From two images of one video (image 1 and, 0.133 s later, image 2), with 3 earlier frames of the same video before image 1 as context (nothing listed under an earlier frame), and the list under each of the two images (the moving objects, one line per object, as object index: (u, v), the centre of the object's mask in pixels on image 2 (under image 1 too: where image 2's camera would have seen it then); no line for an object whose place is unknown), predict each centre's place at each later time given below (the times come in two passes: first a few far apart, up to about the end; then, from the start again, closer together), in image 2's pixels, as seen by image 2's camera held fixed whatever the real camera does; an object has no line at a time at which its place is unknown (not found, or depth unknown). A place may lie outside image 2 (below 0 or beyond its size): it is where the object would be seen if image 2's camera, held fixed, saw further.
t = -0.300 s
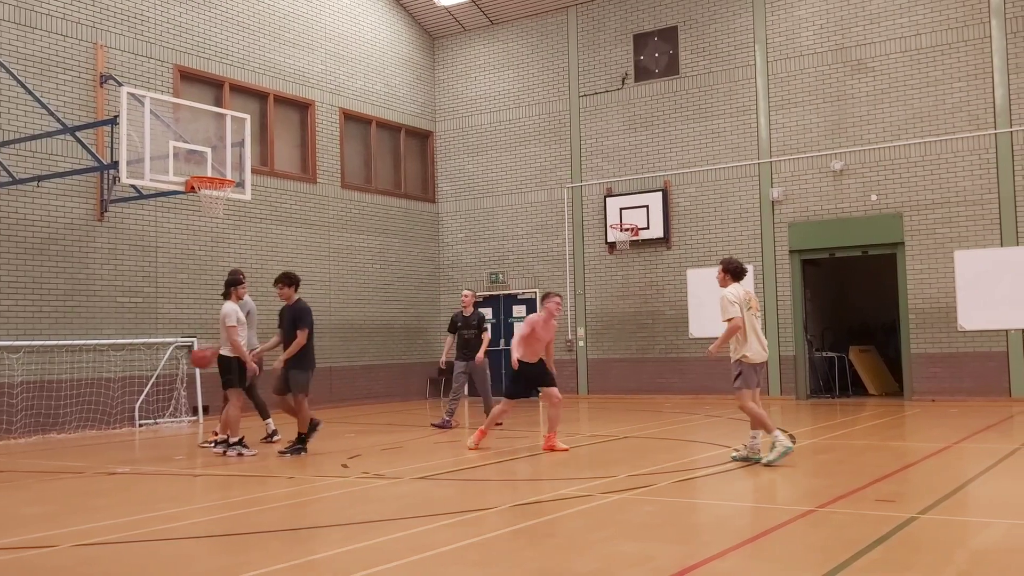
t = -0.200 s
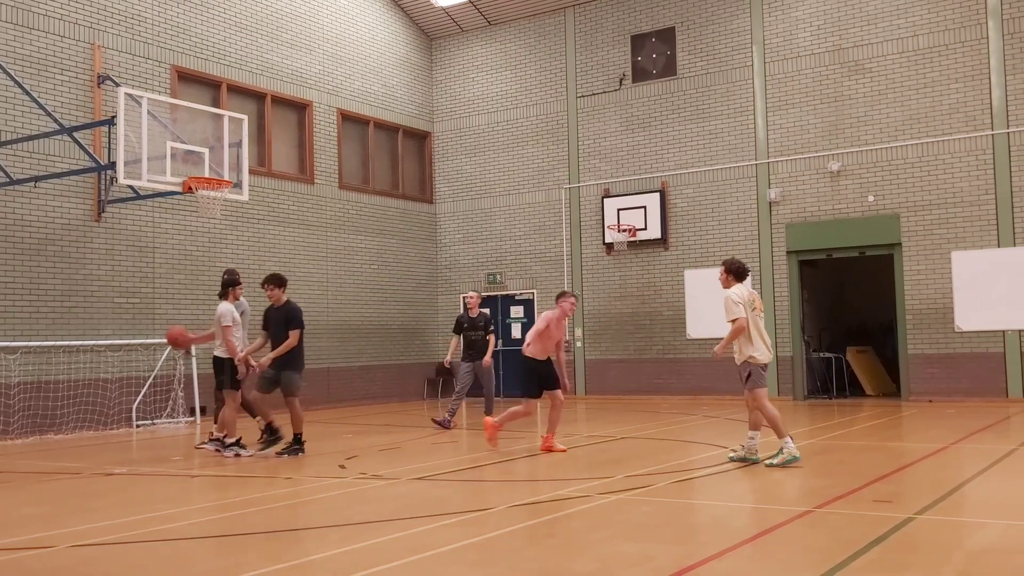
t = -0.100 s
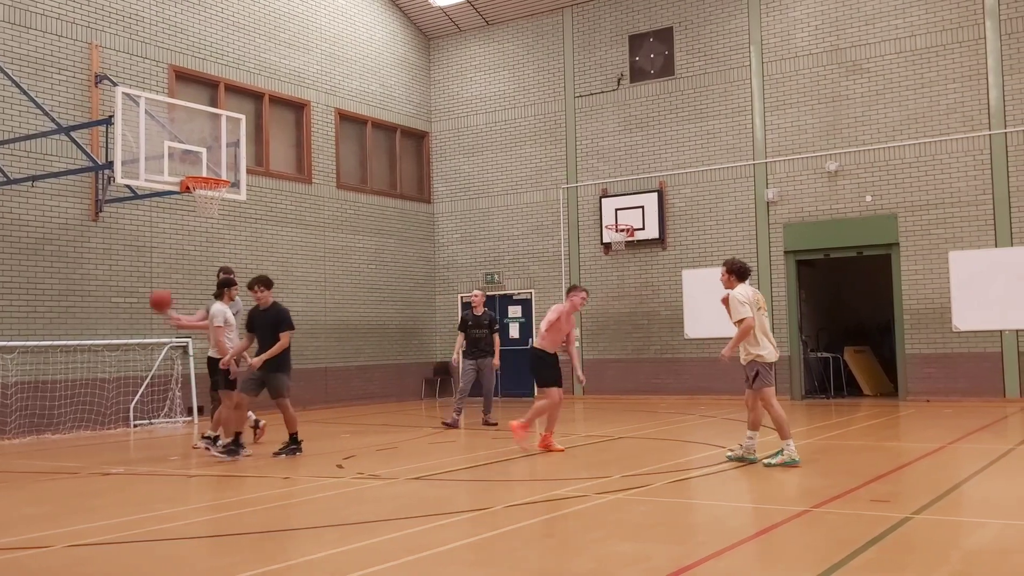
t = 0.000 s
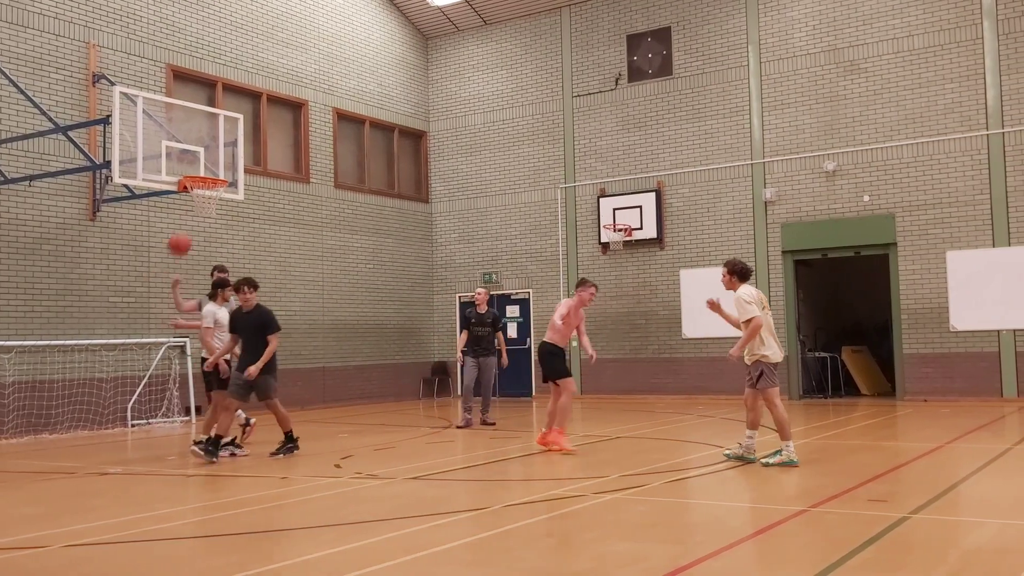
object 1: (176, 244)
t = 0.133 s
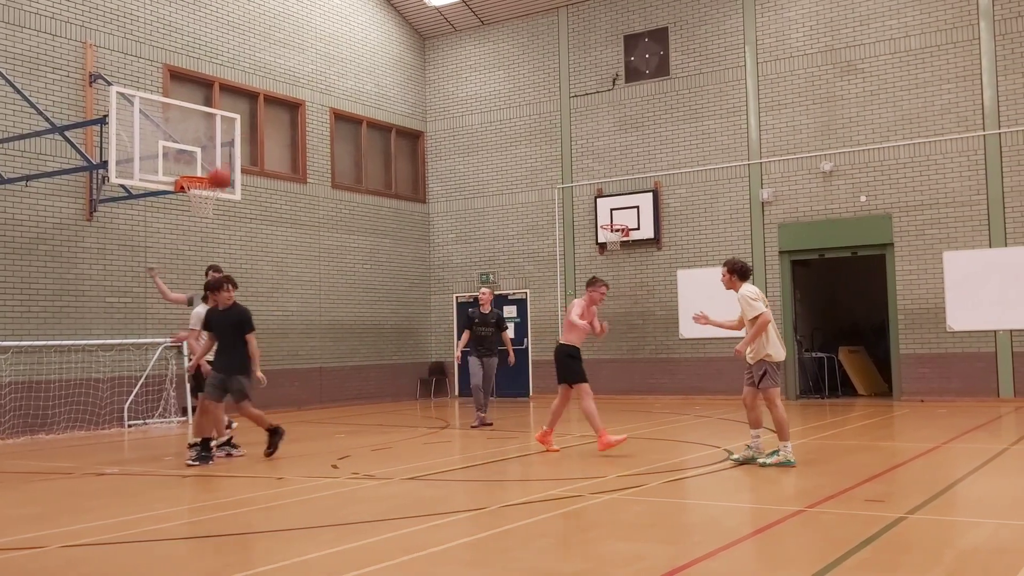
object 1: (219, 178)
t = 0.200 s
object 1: (242, 148)
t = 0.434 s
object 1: (321, 77)
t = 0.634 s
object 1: (396, 53)
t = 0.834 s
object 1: (478, 68)
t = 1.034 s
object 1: (571, 130)
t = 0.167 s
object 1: (230, 163)
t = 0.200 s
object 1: (242, 148)
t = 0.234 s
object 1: (252, 135)
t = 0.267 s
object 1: (264, 123)
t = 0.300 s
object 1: (275, 112)
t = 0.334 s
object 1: (286, 103)
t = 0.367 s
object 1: (297, 94)
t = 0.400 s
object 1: (310, 85)
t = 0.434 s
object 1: (321, 77)
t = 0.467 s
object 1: (333, 71)
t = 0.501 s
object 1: (345, 65)
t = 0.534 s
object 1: (357, 61)
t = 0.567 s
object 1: (370, 57)
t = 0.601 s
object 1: (383, 55)
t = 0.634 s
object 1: (396, 53)
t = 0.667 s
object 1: (410, 52)
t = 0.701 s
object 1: (422, 53)
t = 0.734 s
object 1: (436, 55)
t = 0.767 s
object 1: (450, 58)
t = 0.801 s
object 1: (464, 63)
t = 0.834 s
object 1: (478, 68)
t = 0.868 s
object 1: (493, 75)
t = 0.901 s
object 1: (508, 84)
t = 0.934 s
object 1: (524, 93)
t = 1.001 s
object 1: (555, 117)
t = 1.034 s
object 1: (571, 130)
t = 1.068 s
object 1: (589, 146)
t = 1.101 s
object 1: (605, 162)
